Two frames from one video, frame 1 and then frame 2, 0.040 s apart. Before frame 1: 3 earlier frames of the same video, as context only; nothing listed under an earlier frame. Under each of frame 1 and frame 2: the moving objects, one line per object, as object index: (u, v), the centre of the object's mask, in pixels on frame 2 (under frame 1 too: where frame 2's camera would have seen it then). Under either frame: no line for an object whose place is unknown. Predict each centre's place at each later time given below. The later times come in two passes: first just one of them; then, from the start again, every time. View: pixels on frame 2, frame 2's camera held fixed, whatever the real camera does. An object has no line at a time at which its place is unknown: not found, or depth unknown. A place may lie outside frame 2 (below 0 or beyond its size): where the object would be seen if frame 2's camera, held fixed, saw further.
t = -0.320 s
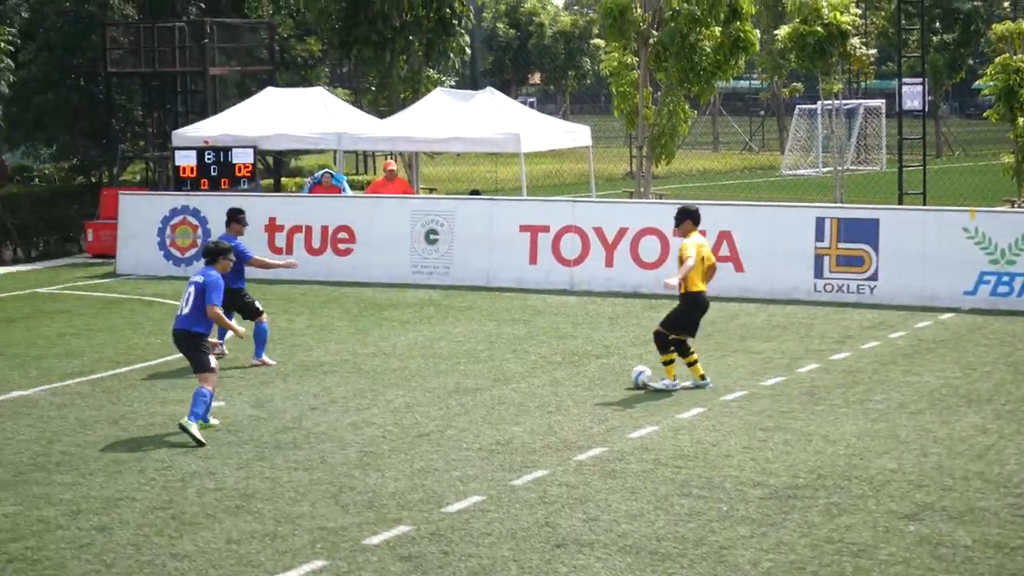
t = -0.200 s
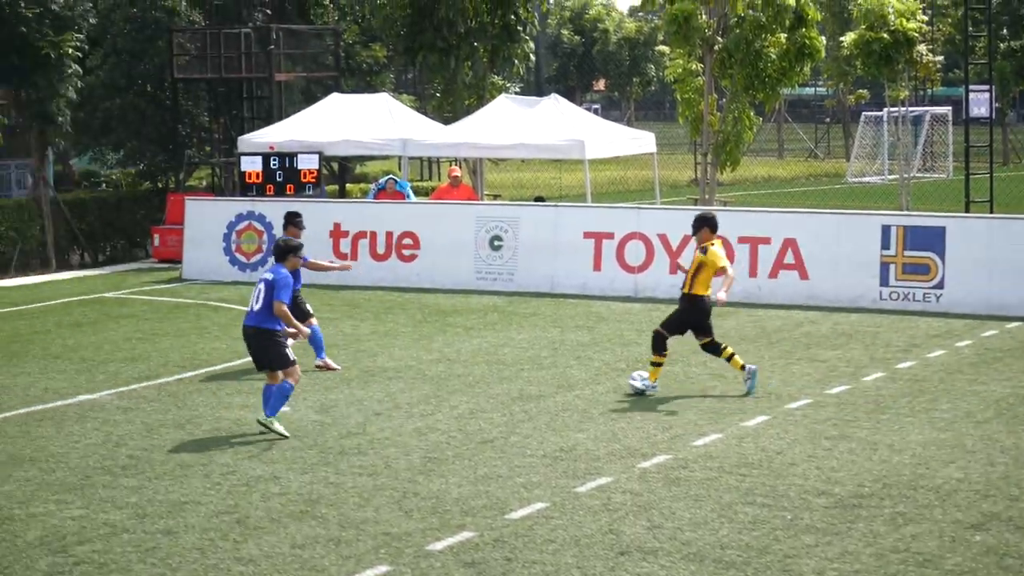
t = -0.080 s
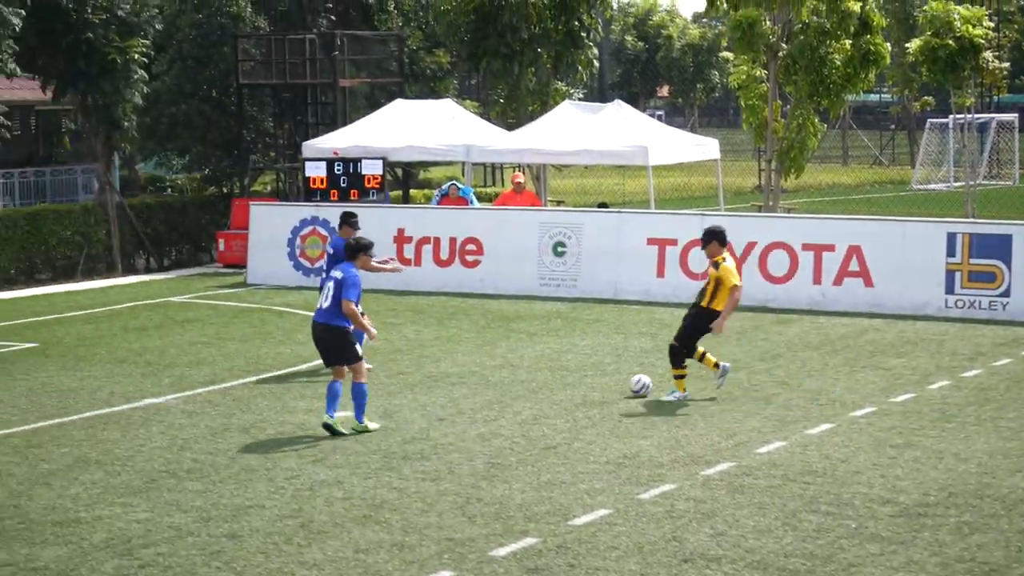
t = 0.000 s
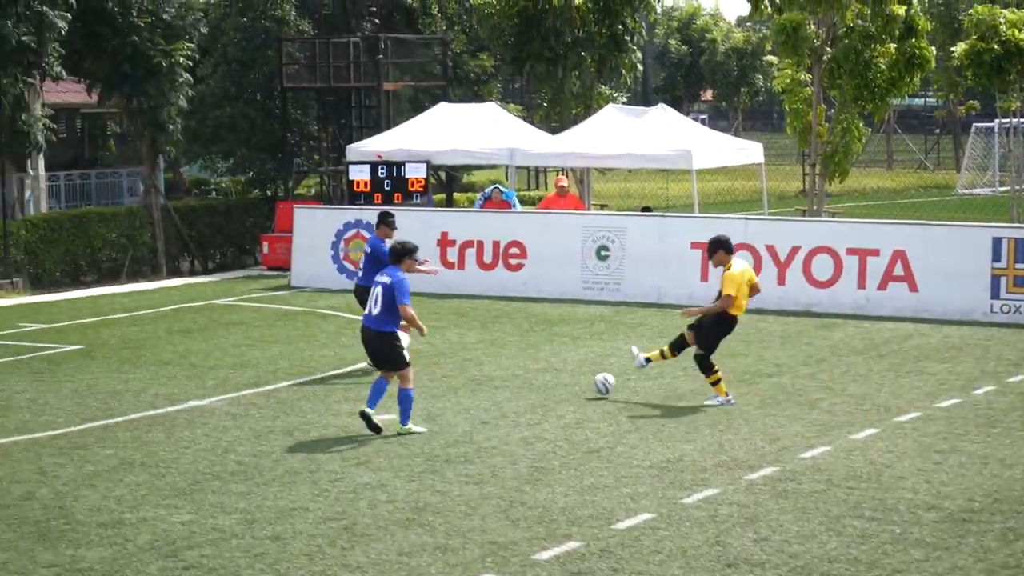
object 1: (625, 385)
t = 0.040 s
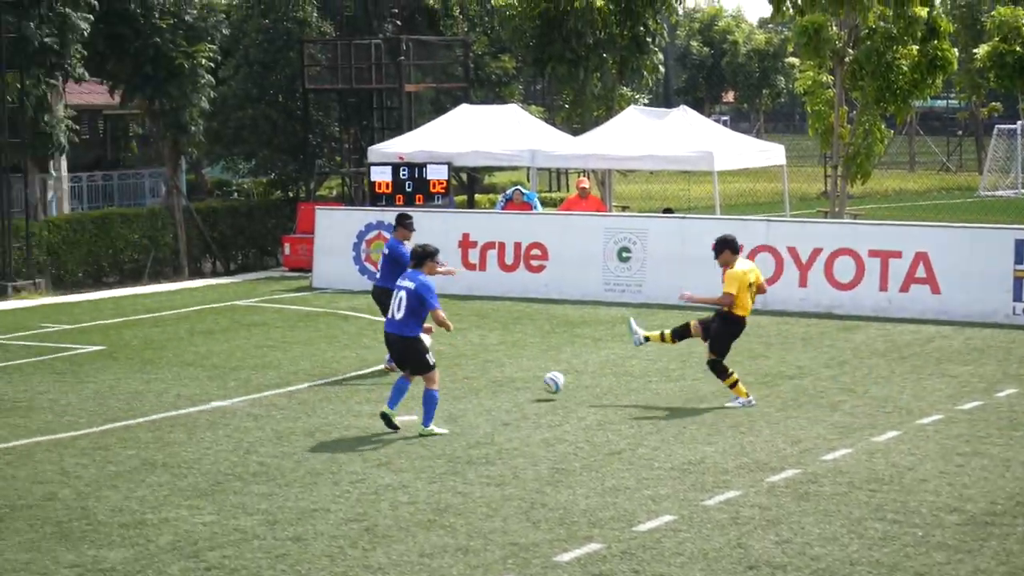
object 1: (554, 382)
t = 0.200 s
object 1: (284, 380)
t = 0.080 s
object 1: (484, 381)
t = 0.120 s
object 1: (415, 384)
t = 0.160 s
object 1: (347, 385)
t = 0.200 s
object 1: (284, 380)
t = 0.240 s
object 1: (223, 379)
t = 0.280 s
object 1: (162, 380)
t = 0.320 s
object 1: (104, 381)
